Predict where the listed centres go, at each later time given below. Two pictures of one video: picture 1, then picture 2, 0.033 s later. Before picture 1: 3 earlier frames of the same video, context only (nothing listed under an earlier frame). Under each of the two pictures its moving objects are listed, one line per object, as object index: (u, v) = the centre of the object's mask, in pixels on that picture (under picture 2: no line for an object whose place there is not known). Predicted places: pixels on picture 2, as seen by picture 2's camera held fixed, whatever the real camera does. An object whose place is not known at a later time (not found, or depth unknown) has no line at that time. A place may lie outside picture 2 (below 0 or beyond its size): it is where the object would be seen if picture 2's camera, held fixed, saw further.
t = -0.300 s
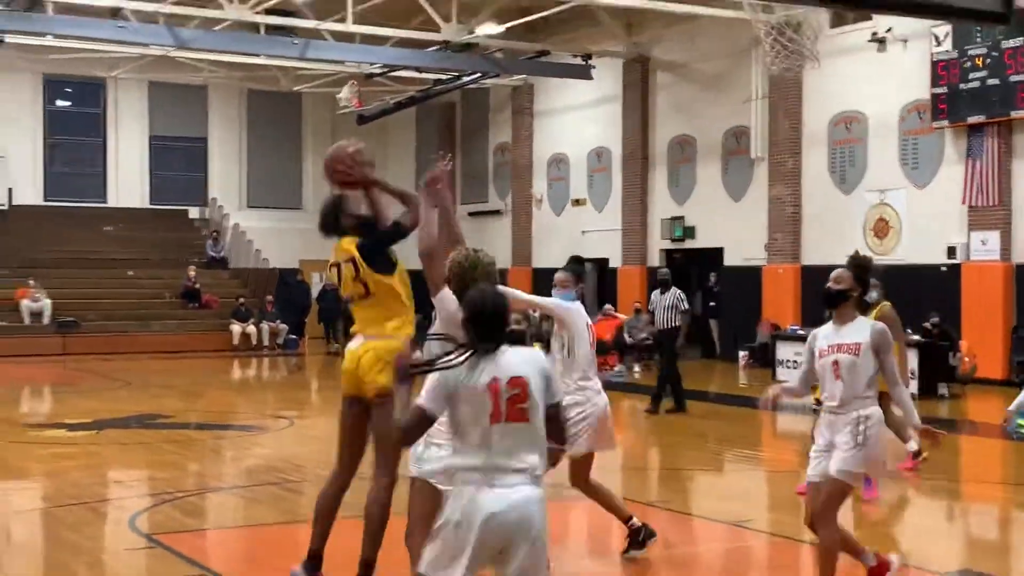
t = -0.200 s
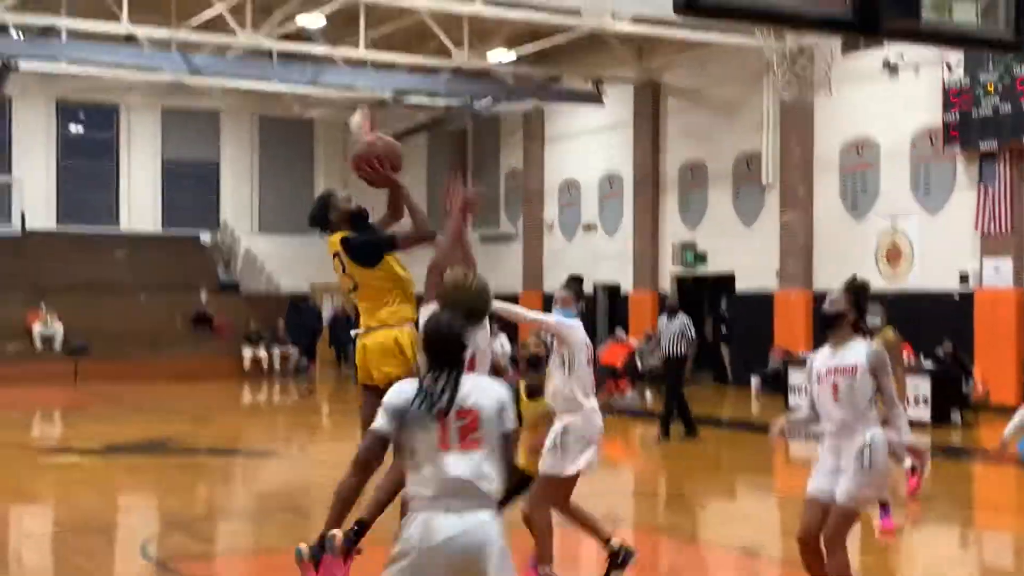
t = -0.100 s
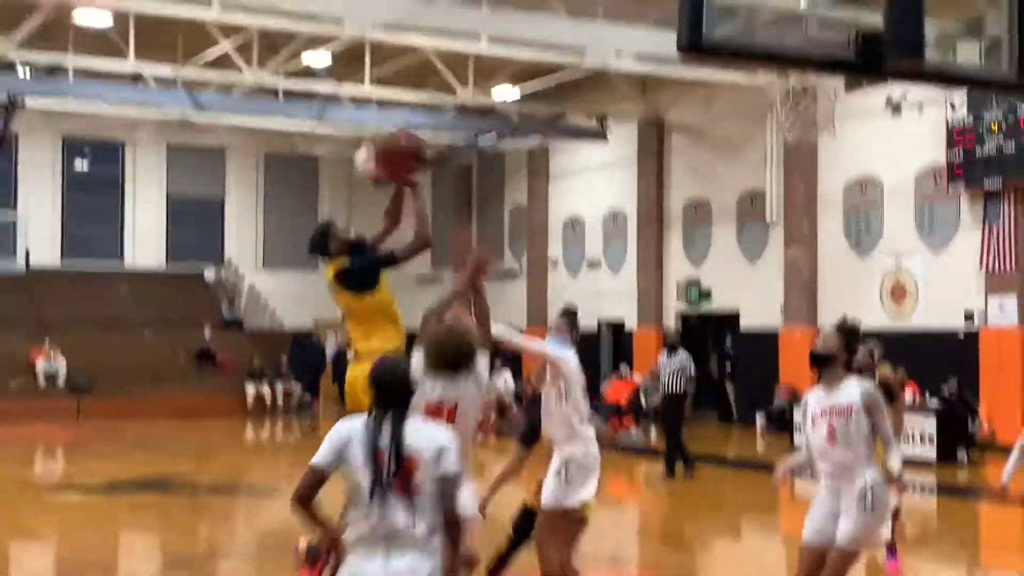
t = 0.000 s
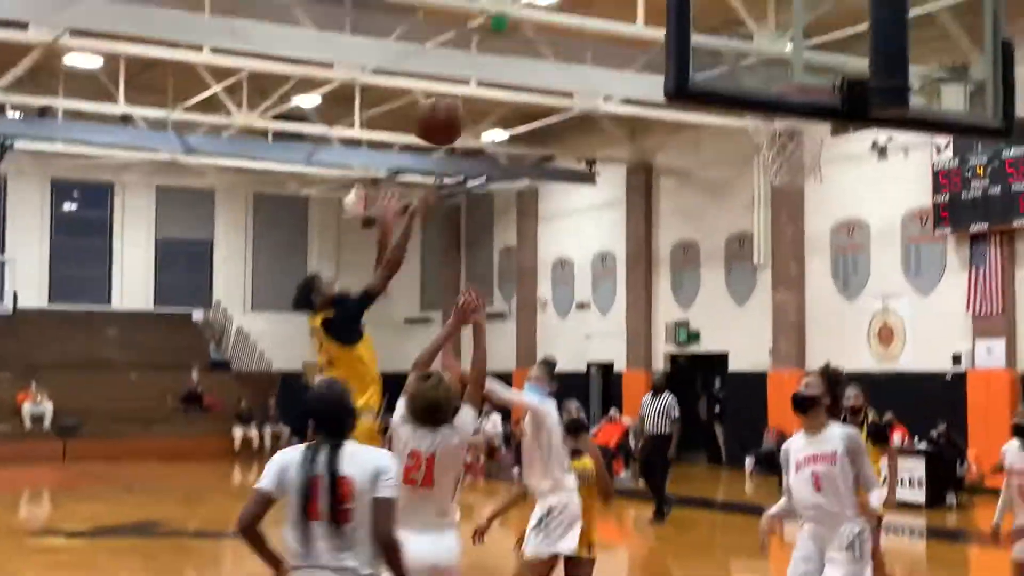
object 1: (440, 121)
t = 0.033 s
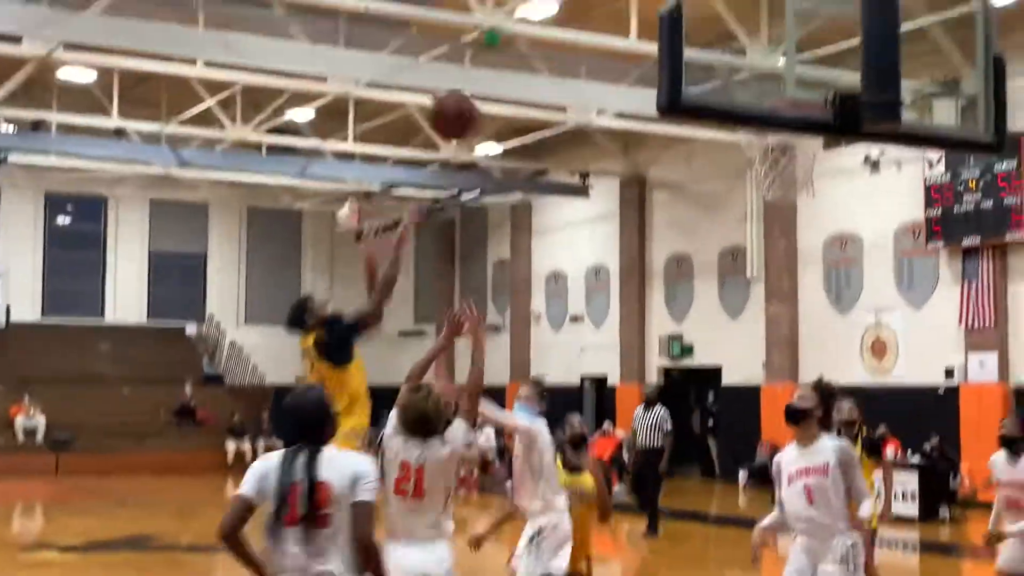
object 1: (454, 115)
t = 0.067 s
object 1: (473, 93)
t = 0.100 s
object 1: (493, 77)
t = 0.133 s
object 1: (514, 61)
